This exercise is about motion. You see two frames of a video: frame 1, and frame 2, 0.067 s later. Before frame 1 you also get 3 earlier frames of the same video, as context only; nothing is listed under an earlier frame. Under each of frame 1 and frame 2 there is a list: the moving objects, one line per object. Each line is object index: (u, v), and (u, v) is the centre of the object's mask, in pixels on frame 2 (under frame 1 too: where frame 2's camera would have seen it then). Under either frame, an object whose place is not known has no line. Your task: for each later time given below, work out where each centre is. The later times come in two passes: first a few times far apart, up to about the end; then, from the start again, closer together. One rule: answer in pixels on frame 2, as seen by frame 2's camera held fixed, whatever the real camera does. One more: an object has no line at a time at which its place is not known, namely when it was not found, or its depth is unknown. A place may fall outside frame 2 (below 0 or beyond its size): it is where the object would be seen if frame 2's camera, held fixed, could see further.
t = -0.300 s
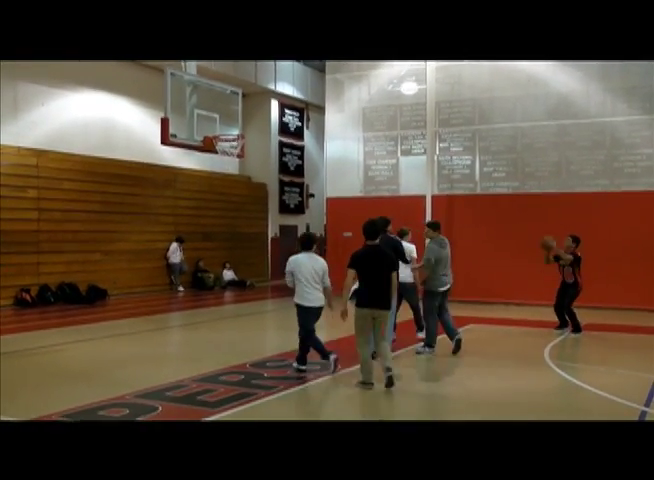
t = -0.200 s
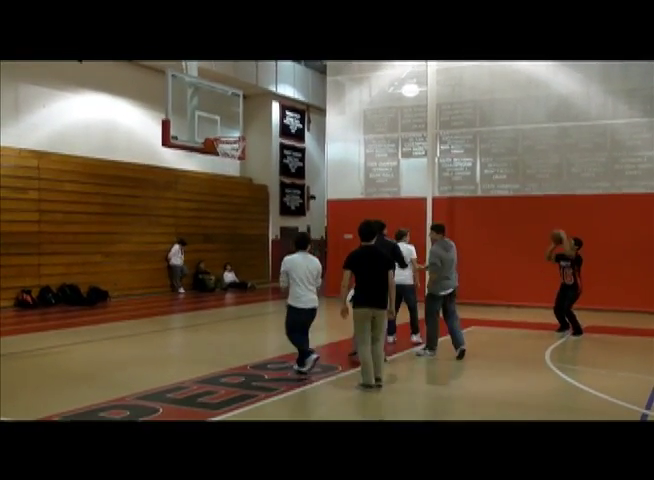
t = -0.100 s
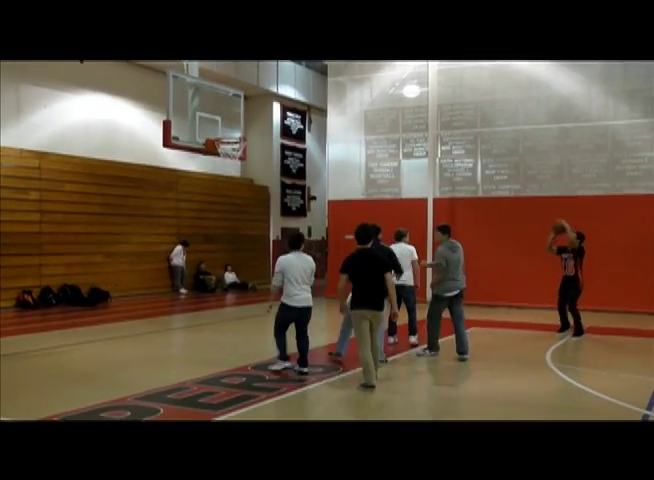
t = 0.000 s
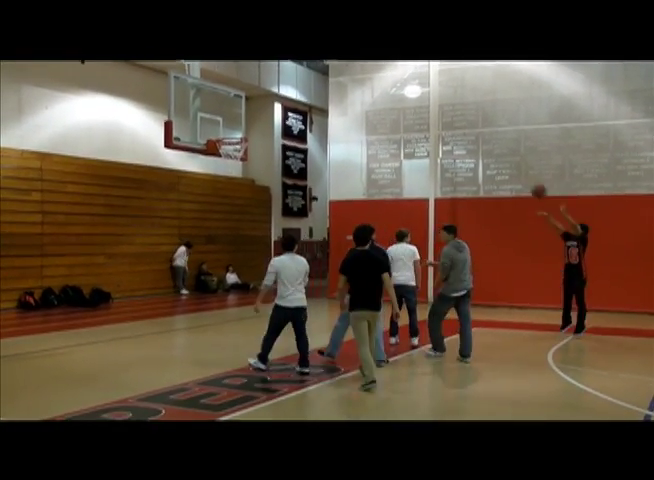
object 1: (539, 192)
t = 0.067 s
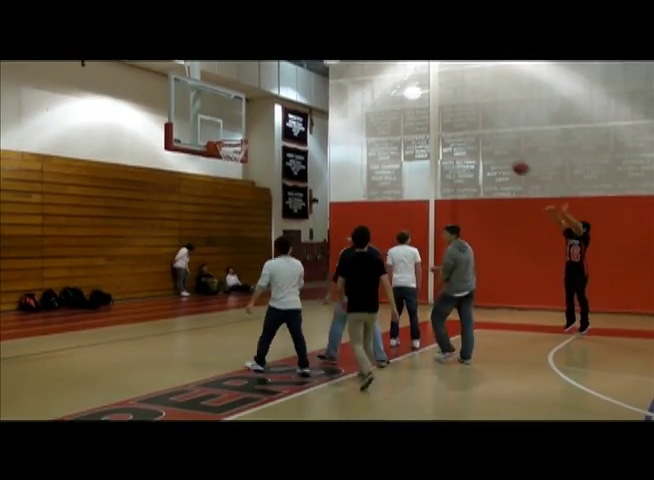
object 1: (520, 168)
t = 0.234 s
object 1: (473, 117)
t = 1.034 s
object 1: (246, 111)
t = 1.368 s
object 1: (275, 89)
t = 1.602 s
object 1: (330, 77)
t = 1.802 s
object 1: (378, 95)
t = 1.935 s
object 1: (409, 122)
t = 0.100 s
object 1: (511, 156)
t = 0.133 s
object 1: (502, 146)
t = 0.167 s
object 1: (492, 135)
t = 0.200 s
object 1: (483, 125)
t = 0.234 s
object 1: (473, 117)
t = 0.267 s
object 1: (464, 110)
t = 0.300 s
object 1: (455, 102)
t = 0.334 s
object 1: (446, 95)
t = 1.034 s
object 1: (246, 111)
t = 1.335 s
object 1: (267, 94)
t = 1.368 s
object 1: (275, 89)
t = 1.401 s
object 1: (283, 85)
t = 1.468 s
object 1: (299, 80)
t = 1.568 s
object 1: (322, 77)
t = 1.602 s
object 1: (330, 77)
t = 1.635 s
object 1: (338, 78)
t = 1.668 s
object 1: (346, 80)
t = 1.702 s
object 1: (354, 83)
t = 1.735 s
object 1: (362, 86)
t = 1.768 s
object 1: (370, 90)
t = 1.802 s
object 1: (378, 95)
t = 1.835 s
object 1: (385, 101)
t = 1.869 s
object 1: (393, 107)
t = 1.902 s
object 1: (401, 114)
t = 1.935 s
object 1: (409, 122)
